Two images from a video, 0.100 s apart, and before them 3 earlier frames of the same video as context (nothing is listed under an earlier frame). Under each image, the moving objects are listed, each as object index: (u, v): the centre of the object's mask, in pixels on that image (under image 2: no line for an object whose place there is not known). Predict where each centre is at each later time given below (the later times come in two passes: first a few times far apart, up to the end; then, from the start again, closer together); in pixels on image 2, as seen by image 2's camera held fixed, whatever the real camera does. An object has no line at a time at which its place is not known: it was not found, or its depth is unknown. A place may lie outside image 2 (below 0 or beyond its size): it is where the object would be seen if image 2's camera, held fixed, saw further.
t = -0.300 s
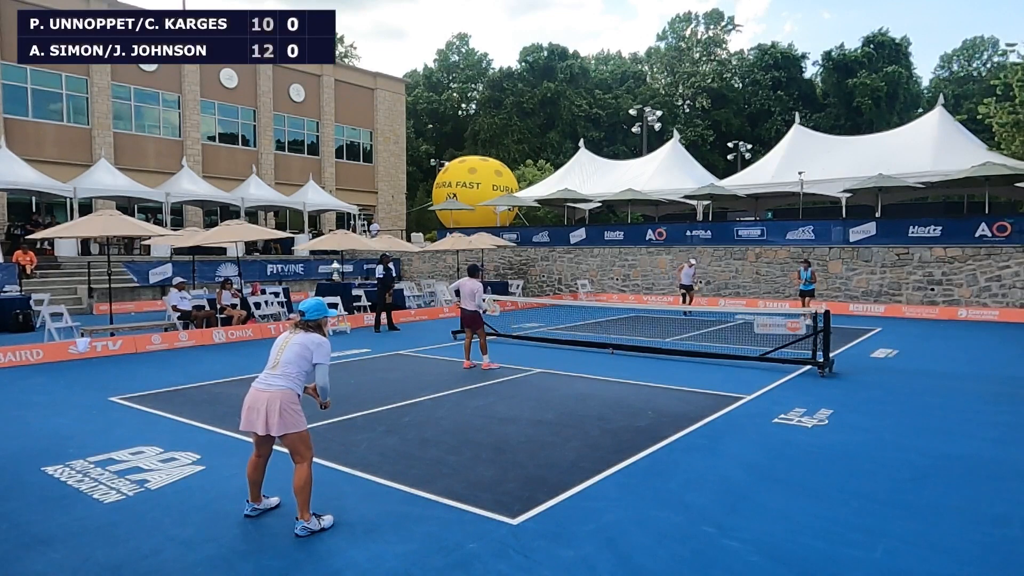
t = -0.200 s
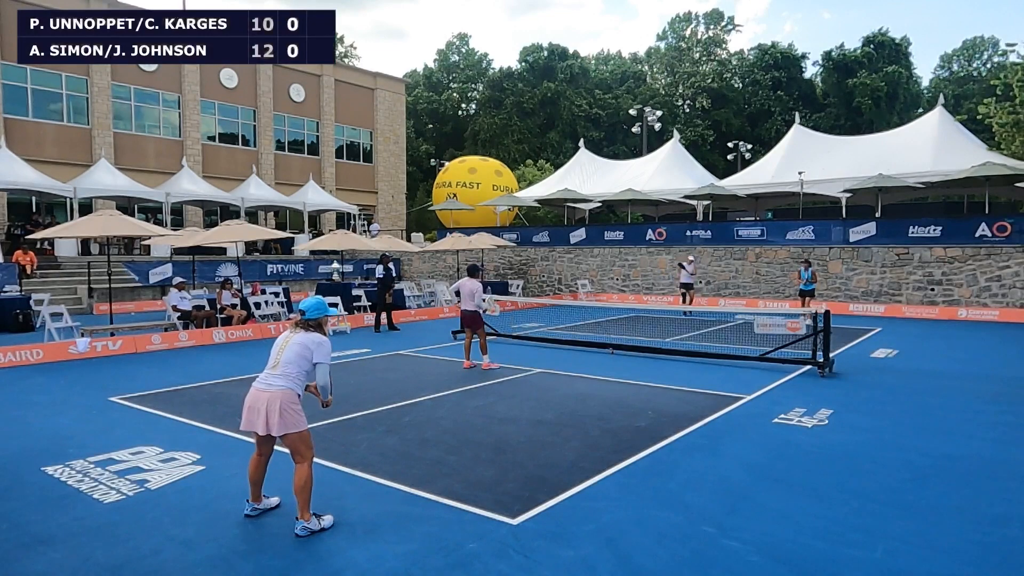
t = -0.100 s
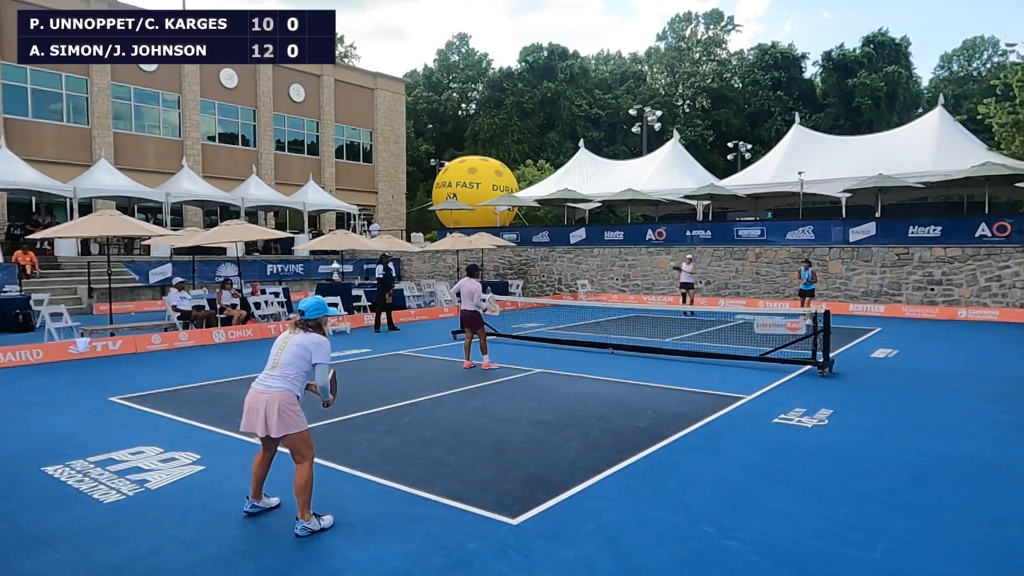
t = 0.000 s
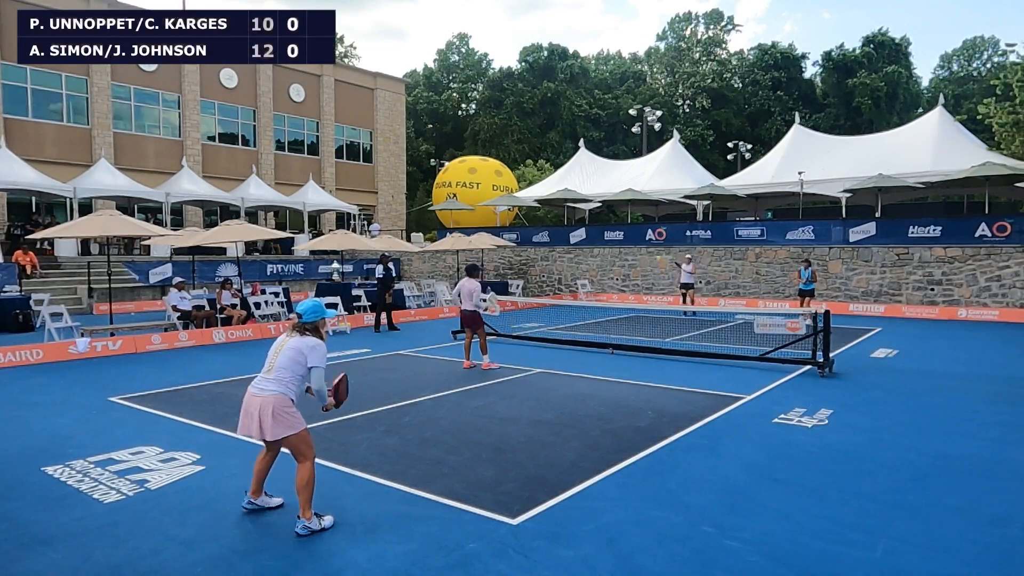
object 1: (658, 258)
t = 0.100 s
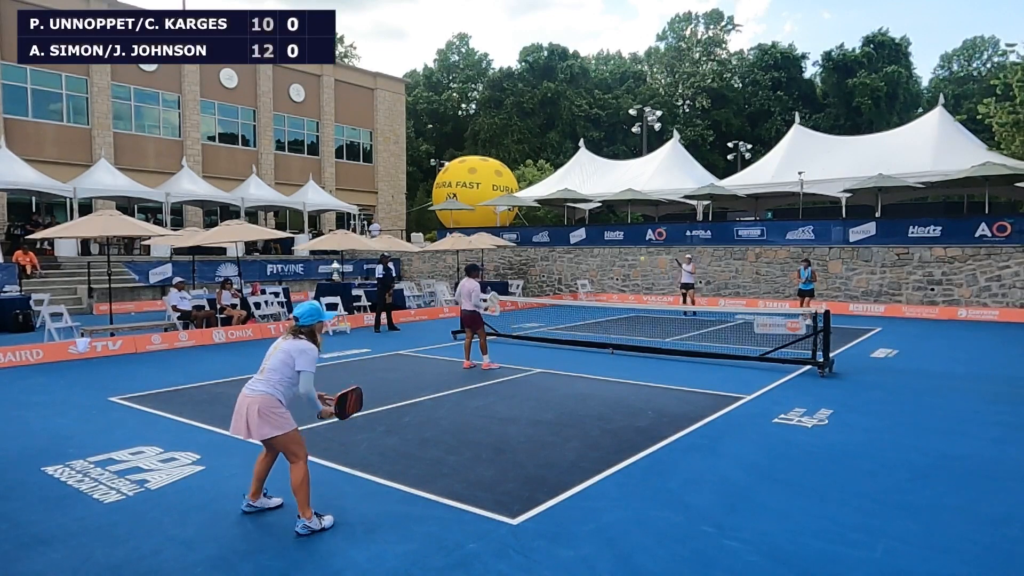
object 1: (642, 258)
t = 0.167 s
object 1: (630, 264)
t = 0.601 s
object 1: (504, 458)
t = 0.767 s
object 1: (438, 442)
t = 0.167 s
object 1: (630, 264)
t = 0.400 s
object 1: (576, 323)
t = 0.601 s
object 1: (504, 458)
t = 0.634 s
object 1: (492, 451)
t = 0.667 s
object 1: (480, 447)
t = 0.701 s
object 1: (467, 444)
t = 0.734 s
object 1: (453, 442)
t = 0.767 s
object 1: (438, 442)
